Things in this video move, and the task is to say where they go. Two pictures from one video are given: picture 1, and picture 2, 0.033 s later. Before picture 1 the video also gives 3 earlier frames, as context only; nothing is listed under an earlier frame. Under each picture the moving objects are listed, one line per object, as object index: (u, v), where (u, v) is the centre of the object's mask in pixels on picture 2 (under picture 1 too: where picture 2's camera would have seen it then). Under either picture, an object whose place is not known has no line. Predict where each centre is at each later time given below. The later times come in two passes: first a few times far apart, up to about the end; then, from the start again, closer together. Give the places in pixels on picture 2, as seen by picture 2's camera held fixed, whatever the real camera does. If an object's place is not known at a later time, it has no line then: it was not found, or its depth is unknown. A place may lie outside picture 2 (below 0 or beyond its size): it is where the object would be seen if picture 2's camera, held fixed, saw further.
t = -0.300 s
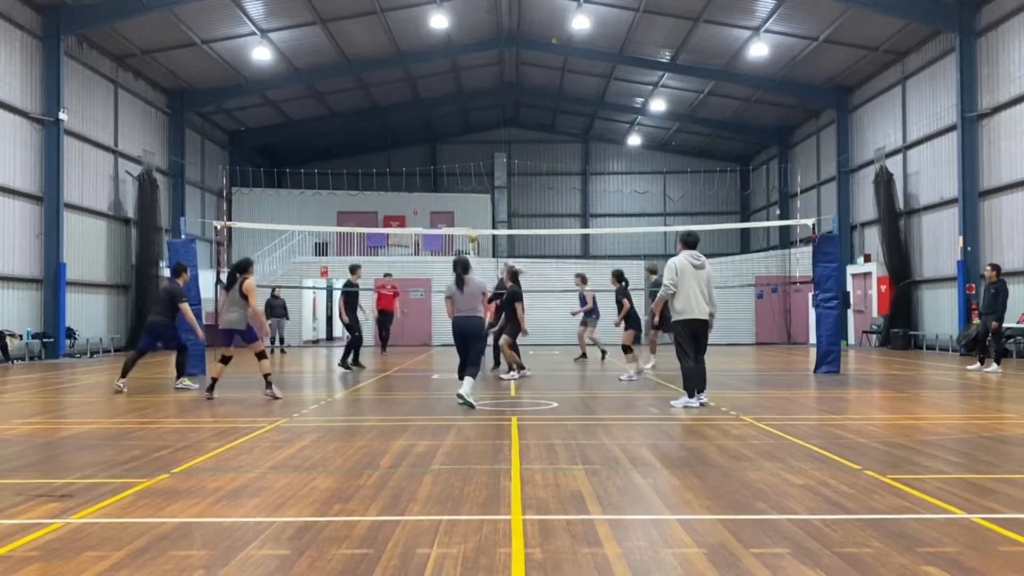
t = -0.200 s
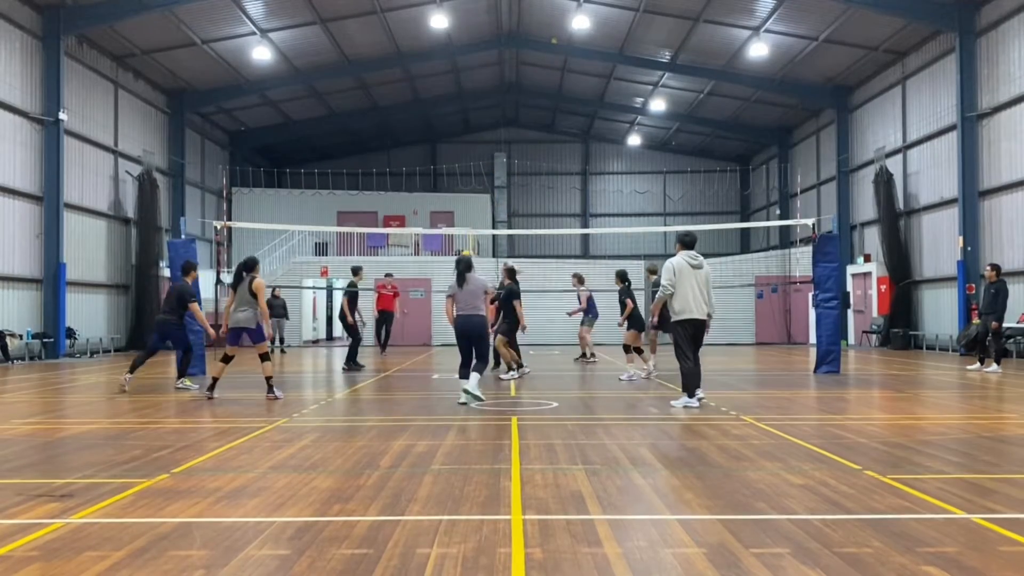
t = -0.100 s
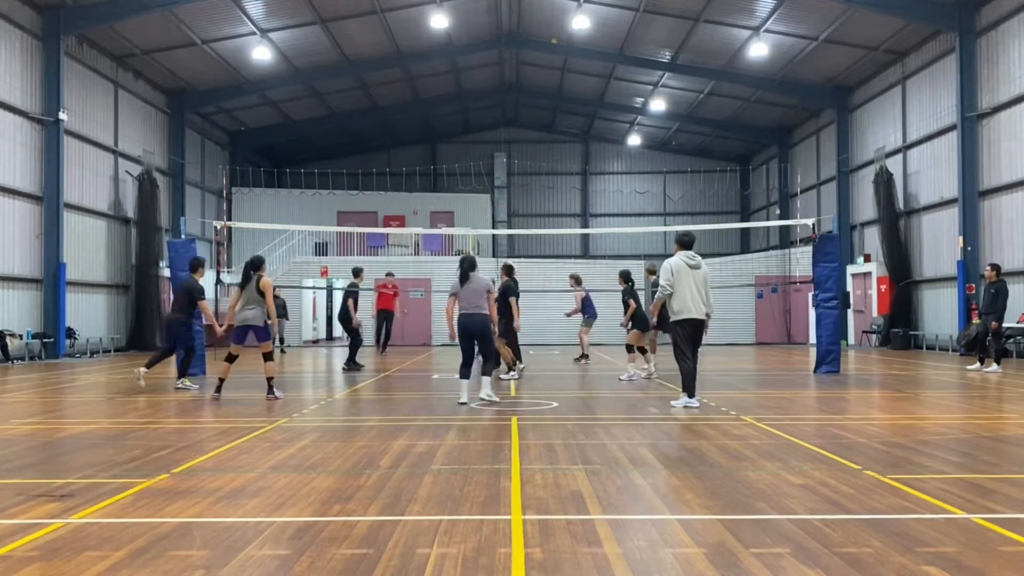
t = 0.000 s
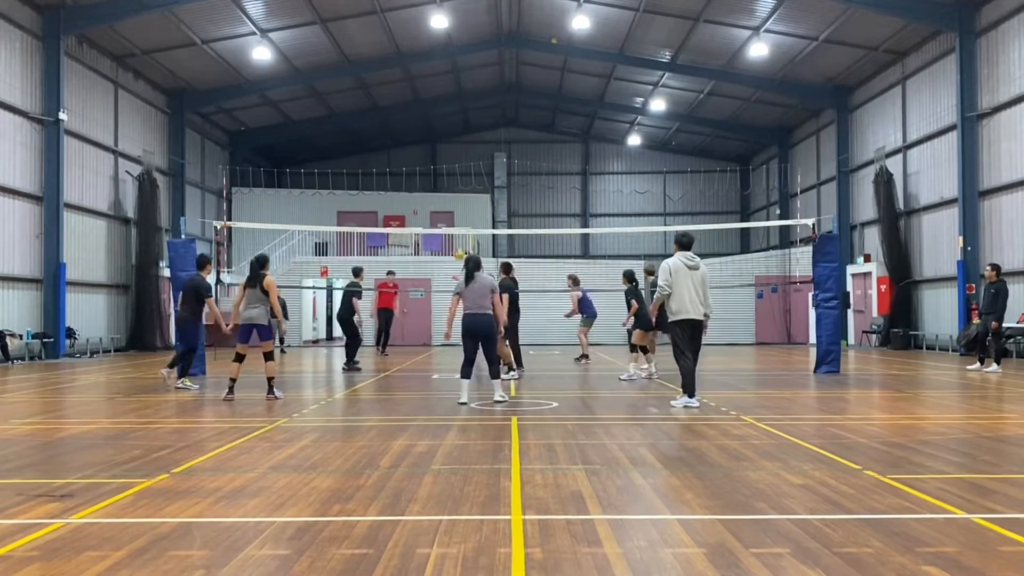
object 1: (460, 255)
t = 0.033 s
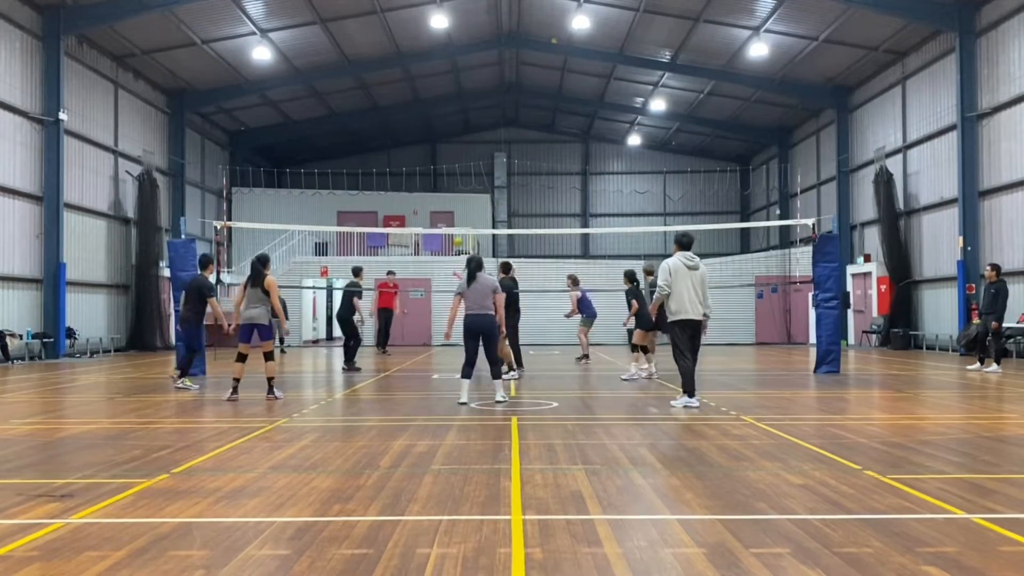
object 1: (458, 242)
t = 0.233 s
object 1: (454, 169)
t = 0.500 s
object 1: (447, 103)
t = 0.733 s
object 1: (441, 71)
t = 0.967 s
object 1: (436, 63)
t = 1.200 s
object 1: (430, 87)
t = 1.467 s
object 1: (424, 147)
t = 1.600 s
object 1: (422, 190)
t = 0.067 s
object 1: (457, 226)
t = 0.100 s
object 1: (457, 215)
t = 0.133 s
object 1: (456, 203)
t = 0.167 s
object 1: (455, 191)
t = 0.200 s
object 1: (455, 180)
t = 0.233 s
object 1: (454, 169)
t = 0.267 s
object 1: (453, 159)
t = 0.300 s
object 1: (452, 150)
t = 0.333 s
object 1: (451, 141)
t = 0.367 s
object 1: (450, 132)
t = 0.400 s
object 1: (450, 124)
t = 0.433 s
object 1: (449, 116)
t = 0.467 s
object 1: (448, 109)
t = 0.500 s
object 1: (447, 103)
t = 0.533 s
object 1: (446, 96)
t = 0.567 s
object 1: (446, 91)
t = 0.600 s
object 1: (445, 86)
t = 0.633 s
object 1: (444, 81)
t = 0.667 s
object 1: (443, 77)
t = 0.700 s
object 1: (442, 74)
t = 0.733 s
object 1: (441, 71)
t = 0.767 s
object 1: (441, 68)
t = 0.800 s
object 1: (440, 66)
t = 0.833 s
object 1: (439, 65)
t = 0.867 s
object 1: (438, 64)
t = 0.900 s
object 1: (438, 64)
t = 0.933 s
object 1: (437, 65)
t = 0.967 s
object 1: (436, 63)
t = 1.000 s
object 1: (435, 67)
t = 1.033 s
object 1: (434, 69)
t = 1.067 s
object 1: (433, 71)
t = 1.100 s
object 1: (433, 74)
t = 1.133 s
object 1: (432, 78)
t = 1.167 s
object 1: (431, 82)
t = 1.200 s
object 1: (430, 87)
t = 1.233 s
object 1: (429, 93)
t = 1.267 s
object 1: (429, 99)
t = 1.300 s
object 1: (428, 105)
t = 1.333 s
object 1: (427, 113)
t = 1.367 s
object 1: (426, 121)
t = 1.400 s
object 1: (426, 129)
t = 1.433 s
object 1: (425, 138)
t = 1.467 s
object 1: (424, 147)
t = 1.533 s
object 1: (423, 168)
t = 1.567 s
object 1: (422, 180)
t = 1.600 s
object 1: (422, 190)
